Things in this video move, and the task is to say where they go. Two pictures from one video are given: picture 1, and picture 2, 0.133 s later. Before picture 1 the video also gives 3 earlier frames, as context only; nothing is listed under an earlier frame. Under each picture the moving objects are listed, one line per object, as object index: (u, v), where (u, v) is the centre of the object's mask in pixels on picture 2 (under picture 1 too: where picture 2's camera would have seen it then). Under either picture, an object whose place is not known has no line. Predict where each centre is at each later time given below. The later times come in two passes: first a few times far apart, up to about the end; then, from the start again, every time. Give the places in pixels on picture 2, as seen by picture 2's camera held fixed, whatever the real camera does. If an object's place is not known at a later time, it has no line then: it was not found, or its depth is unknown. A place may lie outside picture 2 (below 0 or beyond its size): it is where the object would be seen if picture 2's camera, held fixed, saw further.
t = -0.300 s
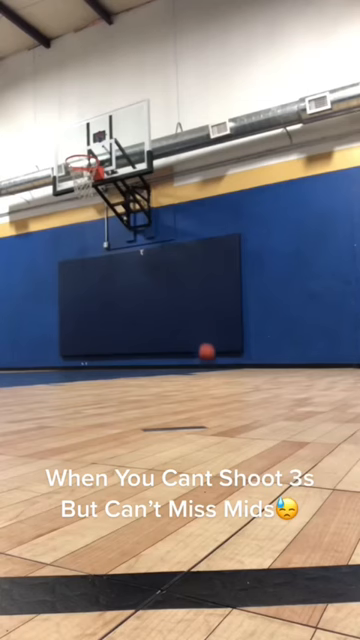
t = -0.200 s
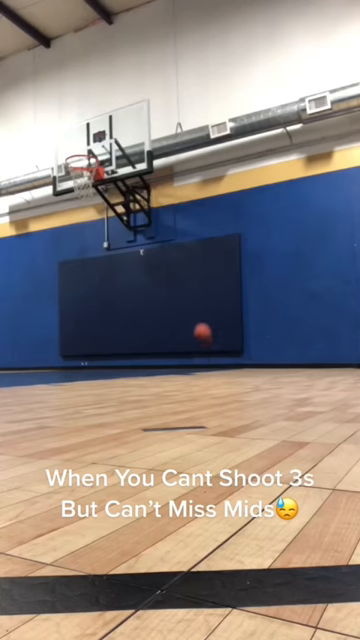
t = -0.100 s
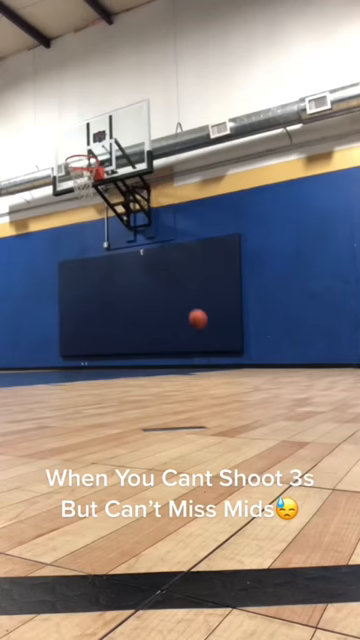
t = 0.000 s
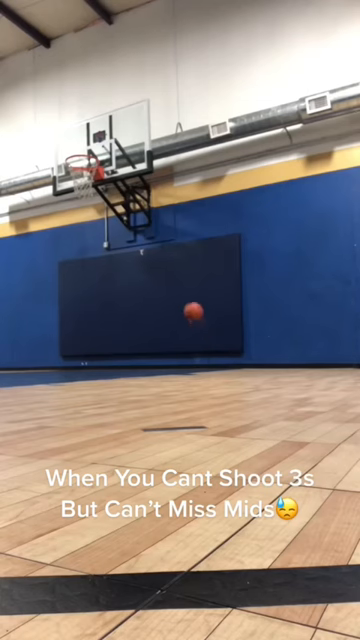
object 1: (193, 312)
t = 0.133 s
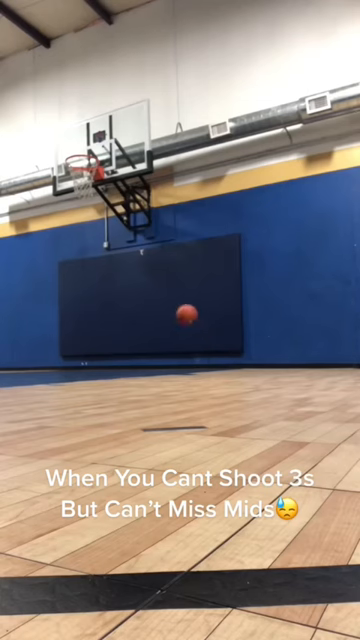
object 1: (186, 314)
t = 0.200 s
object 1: (183, 321)
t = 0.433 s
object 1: (169, 352)
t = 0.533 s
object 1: (162, 331)
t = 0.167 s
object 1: (185, 317)
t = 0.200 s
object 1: (183, 321)
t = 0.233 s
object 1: (181, 327)
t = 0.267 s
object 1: (179, 333)
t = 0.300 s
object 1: (178, 341)
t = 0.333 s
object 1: (176, 350)
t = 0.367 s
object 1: (173, 360)
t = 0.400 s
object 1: (171, 360)
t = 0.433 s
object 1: (169, 352)
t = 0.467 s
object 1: (167, 344)
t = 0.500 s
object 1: (165, 337)
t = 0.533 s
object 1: (162, 331)
